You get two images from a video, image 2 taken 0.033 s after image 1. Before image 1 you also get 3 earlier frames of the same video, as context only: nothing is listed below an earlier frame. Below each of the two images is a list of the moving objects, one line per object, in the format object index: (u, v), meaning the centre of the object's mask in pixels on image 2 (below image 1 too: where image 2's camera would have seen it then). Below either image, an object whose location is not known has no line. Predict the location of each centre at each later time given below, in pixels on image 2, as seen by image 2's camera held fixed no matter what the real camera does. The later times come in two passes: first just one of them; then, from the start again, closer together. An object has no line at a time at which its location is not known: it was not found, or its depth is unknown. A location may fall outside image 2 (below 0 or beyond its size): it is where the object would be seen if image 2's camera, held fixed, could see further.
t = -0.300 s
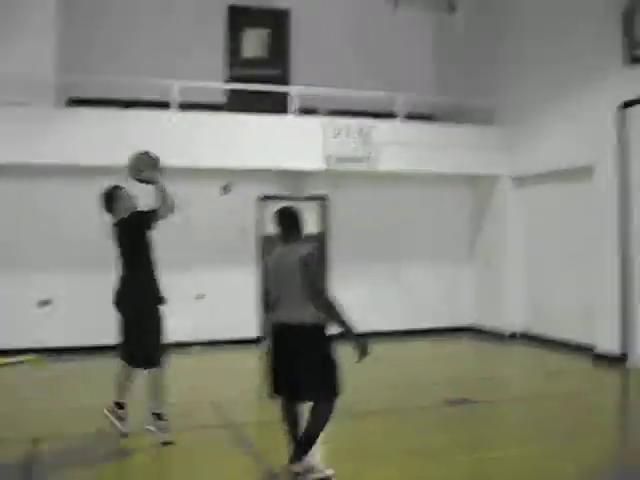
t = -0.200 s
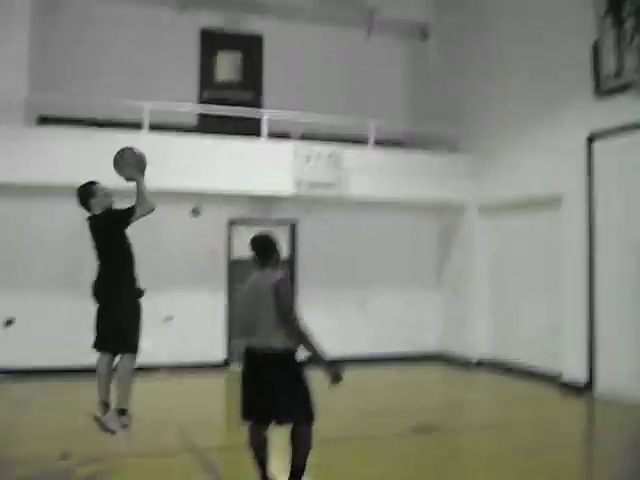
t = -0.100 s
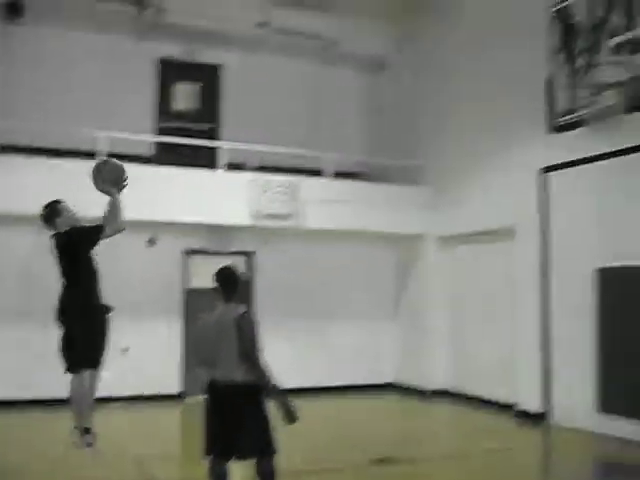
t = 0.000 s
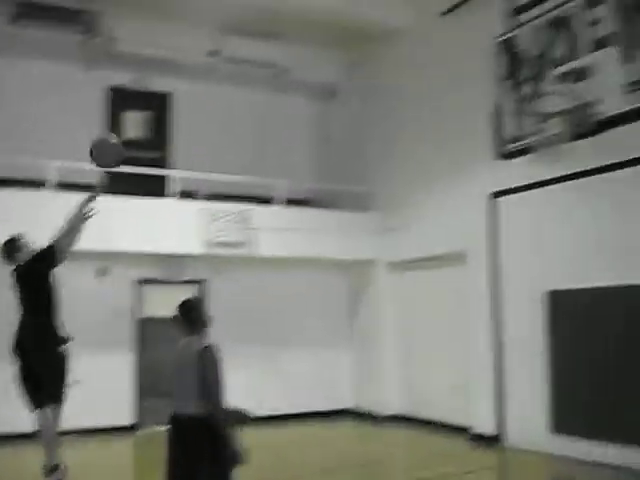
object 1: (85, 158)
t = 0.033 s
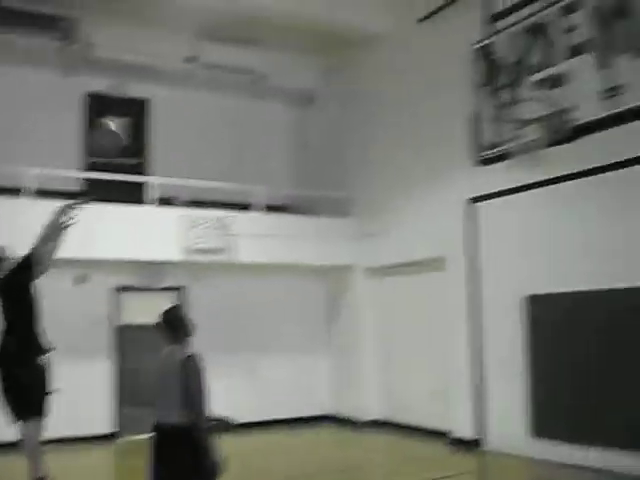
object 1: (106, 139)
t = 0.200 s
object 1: (209, 73)
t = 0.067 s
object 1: (128, 125)
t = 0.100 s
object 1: (148, 109)
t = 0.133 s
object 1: (169, 95)
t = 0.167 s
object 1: (188, 83)
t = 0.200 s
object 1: (209, 73)
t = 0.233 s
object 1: (231, 66)
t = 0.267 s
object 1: (250, 59)
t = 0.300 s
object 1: (270, 53)
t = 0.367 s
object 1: (310, 47)
